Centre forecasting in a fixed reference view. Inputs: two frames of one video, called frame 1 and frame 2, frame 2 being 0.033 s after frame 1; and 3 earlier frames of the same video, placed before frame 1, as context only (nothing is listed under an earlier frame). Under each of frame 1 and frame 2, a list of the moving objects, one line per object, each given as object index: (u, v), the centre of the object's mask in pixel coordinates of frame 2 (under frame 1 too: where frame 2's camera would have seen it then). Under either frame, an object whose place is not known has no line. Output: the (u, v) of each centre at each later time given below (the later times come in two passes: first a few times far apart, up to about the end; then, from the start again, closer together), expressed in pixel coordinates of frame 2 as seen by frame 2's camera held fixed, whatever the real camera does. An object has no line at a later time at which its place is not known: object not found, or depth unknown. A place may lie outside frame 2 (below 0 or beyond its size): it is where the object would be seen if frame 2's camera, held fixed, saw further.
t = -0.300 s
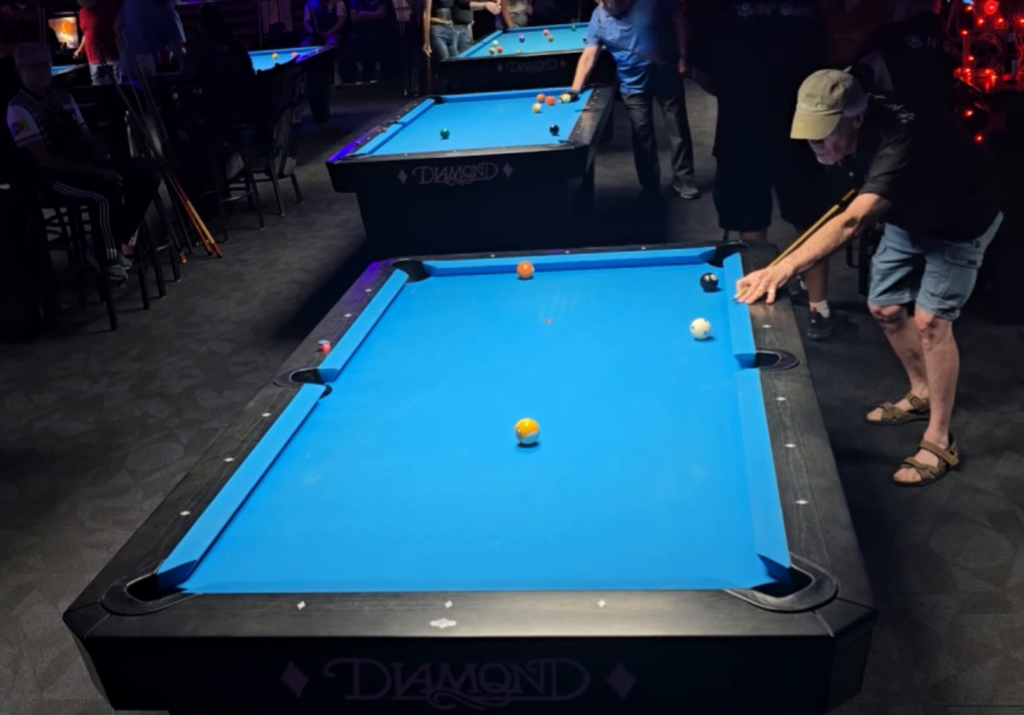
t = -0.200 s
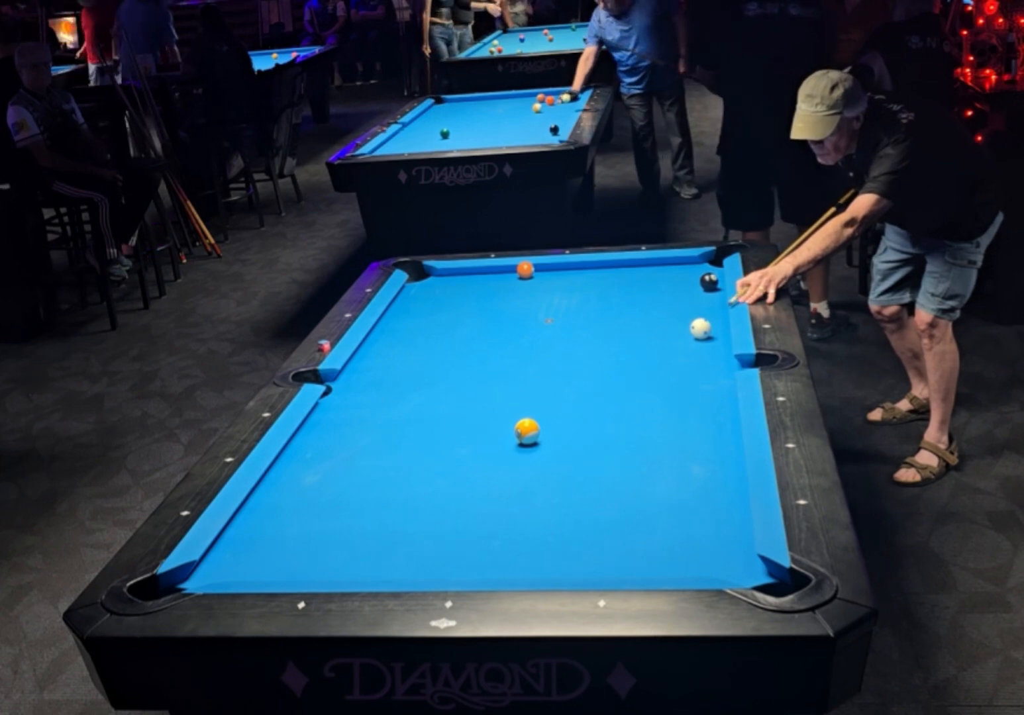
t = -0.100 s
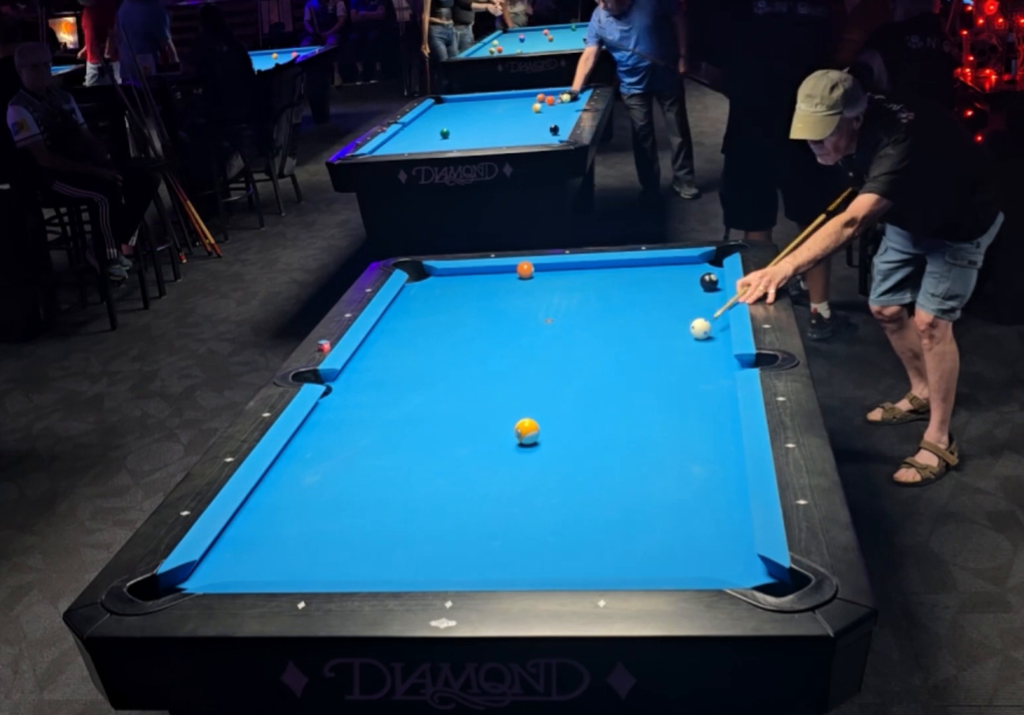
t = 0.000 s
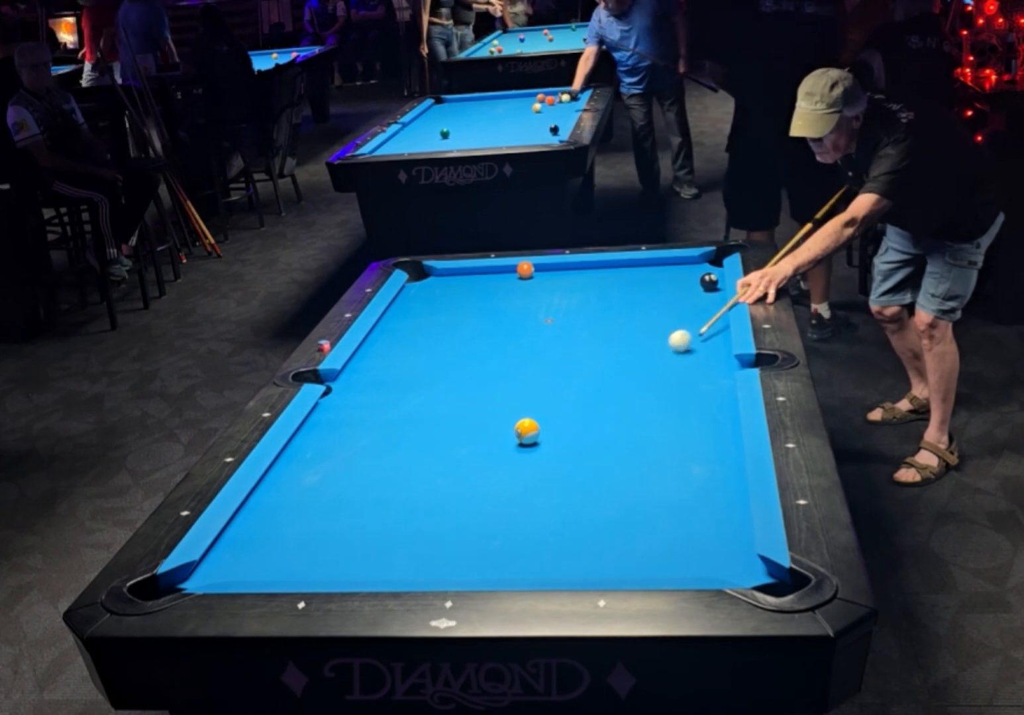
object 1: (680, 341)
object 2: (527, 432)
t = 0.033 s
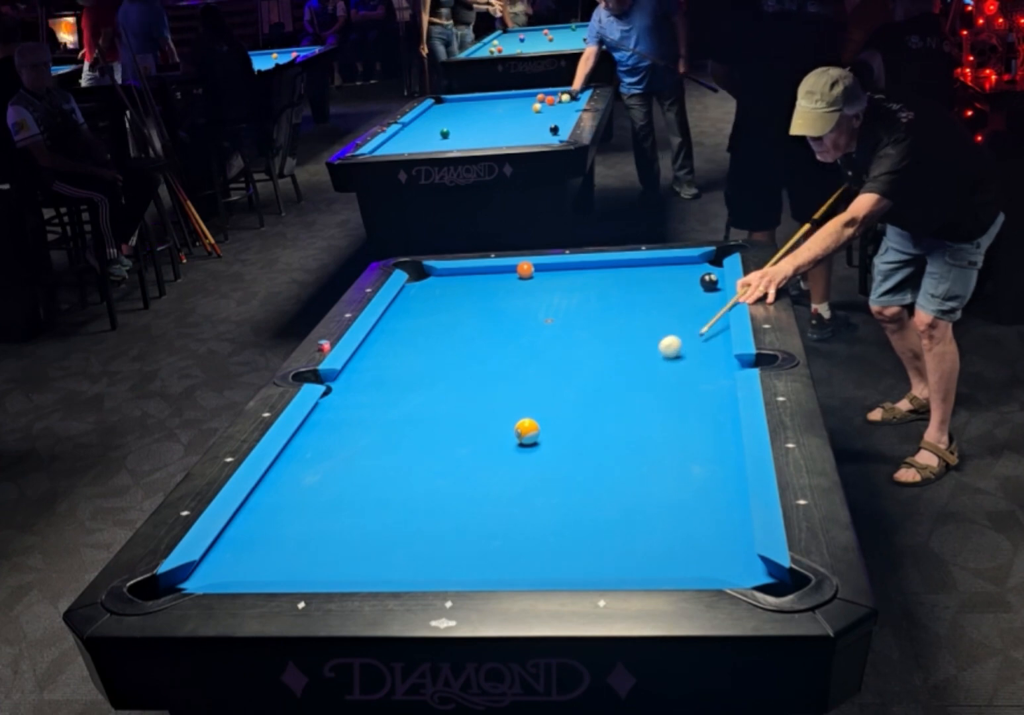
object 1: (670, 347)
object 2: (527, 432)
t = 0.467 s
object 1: (559, 416)
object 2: (527, 432)
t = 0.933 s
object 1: (549, 451)
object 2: (415, 476)
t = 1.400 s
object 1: (547, 479)
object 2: (292, 525)
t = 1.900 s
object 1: (544, 510)
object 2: (231, 568)
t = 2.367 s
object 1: (542, 536)
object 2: (284, 561)
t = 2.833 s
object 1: (541, 559)
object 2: (332, 543)
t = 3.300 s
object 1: (541, 568)
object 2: (371, 530)
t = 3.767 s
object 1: (544, 563)
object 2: (399, 519)
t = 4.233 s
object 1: (545, 562)
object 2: (420, 513)
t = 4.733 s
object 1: (545, 562)
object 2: (431, 510)
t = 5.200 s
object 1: (545, 563)
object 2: (432, 509)
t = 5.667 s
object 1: (545, 562)
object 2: (432, 509)
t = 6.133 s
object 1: (545, 562)
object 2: (432, 509)
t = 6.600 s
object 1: (545, 562)
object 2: (432, 509)
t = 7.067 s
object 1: (545, 563)
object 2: (432, 509)
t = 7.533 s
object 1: (545, 562)
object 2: (433, 509)
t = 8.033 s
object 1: (545, 563)
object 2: (433, 509)
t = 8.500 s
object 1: (545, 563)
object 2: (436, 509)
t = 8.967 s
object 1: (545, 562)
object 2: (432, 509)
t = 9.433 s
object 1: (545, 562)
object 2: (432, 509)
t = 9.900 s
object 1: (545, 563)
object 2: (432, 509)
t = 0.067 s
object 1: (661, 353)
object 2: (527, 432)
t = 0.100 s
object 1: (652, 358)
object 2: (527, 432)
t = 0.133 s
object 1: (644, 363)
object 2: (527, 432)
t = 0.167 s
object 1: (636, 368)
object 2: (527, 432)
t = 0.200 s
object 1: (628, 373)
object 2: (527, 432)
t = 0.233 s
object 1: (619, 378)
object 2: (527, 432)
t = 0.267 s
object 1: (611, 384)
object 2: (527, 432)
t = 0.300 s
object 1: (603, 389)
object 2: (527, 432)
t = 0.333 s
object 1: (594, 394)
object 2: (527, 432)
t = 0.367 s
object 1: (585, 399)
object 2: (527, 432)
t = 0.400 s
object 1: (577, 405)
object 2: (527, 432)
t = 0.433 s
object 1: (568, 411)
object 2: (527, 432)
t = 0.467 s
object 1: (559, 416)
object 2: (527, 432)
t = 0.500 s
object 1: (550, 422)
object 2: (527, 432)
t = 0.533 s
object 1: (548, 425)
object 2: (519, 434)
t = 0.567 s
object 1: (550, 427)
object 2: (508, 439)
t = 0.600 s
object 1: (550, 429)
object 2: (498, 443)
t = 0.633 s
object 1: (550, 431)
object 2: (490, 446)
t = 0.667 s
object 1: (550, 433)
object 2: (481, 450)
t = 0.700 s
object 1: (550, 435)
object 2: (473, 453)
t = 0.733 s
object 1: (550, 437)
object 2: (465, 456)
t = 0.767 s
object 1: (550, 440)
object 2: (457, 460)
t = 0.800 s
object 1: (550, 442)
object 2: (448, 463)
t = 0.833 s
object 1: (550, 444)
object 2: (440, 466)
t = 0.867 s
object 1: (550, 446)
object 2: (432, 470)
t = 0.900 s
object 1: (550, 449)
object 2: (423, 472)
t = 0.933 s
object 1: (549, 451)
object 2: (415, 476)
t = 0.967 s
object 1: (549, 453)
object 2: (407, 479)
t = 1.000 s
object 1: (549, 455)
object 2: (398, 482)
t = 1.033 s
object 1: (549, 457)
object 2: (389, 486)
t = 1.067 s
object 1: (549, 459)
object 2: (381, 490)
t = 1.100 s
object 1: (549, 461)
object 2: (372, 493)
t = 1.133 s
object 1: (549, 464)
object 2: (364, 497)
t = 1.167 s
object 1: (548, 466)
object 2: (355, 500)
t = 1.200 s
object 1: (548, 467)
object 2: (346, 504)
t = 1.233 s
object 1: (548, 469)
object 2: (337, 507)
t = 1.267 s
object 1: (548, 472)
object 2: (328, 511)
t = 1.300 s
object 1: (548, 473)
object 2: (320, 514)
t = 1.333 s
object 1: (547, 475)
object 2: (310, 517)
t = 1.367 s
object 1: (547, 478)
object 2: (301, 521)
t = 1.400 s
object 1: (547, 479)
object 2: (292, 525)
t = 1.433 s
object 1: (547, 482)
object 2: (283, 529)
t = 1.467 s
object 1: (547, 484)
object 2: (274, 532)
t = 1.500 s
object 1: (547, 486)
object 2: (265, 536)
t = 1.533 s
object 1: (546, 488)
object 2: (256, 540)
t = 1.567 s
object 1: (546, 490)
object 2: (247, 543)
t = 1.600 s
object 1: (546, 492)
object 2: (237, 546)
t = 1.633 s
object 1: (546, 494)
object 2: (228, 550)
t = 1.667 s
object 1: (546, 496)
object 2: (219, 554)
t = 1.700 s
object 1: (545, 498)
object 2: (219, 556)
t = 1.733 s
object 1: (545, 500)
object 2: (222, 559)
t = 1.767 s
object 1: (545, 502)
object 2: (224, 561)
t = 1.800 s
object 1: (545, 504)
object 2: (226, 564)
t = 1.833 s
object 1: (545, 506)
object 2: (228, 566)
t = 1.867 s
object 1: (545, 508)
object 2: (229, 567)
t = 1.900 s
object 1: (544, 510)
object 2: (231, 568)
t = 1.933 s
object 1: (544, 512)
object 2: (233, 570)
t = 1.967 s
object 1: (544, 514)
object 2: (235, 571)
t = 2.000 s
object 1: (544, 516)
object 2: (237, 572)
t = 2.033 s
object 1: (544, 518)
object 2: (242, 571)
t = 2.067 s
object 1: (543, 520)
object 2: (246, 570)
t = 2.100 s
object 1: (543, 522)
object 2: (251, 569)
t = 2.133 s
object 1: (543, 523)
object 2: (255, 569)
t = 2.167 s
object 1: (543, 525)
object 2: (259, 568)
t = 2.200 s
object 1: (543, 527)
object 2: (264, 566)
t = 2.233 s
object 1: (542, 529)
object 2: (268, 566)
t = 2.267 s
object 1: (542, 531)
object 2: (272, 565)
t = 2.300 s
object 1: (542, 533)
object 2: (276, 563)
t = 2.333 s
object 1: (542, 534)
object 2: (280, 562)
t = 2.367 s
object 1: (542, 536)
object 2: (284, 561)
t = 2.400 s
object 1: (542, 538)
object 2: (288, 559)
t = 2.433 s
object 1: (542, 540)
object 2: (291, 558)
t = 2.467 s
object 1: (541, 541)
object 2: (295, 557)
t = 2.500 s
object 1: (541, 543)
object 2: (299, 555)
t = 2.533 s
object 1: (541, 545)
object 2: (303, 554)
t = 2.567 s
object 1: (541, 546)
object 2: (306, 553)
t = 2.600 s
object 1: (541, 548)
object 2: (310, 552)
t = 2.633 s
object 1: (541, 549)
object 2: (313, 551)
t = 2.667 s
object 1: (541, 551)
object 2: (316, 549)
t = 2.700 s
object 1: (541, 553)
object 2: (320, 548)
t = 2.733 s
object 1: (541, 554)
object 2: (323, 547)
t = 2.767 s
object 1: (541, 556)
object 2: (326, 545)
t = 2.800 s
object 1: (541, 558)
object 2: (329, 544)
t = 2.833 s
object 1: (541, 559)
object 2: (332, 543)
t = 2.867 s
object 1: (540, 561)
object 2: (336, 542)
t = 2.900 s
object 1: (541, 562)
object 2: (339, 541)
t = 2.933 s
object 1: (541, 563)
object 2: (342, 540)
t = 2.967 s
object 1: (541, 564)
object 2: (345, 539)
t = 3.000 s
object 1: (540, 565)
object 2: (347, 538)
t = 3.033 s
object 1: (540, 565)
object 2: (350, 537)
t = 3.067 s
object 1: (540, 566)
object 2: (353, 536)
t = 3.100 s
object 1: (540, 567)
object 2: (355, 535)
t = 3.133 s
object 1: (540, 567)
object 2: (358, 534)
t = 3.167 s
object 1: (540, 568)
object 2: (361, 533)
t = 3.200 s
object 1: (540, 569)
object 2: (363, 532)
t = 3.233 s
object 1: (540, 569)
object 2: (366, 532)
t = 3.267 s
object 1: (541, 568)
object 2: (368, 530)
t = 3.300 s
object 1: (541, 568)
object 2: (371, 530)
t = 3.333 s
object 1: (541, 567)
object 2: (373, 529)
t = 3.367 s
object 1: (542, 567)
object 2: (375, 528)
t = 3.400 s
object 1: (542, 566)
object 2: (378, 527)
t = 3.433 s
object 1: (542, 566)
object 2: (380, 526)
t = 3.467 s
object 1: (542, 566)
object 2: (382, 525)
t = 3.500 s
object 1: (543, 565)
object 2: (384, 525)
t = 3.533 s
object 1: (543, 565)
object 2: (386, 524)
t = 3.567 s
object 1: (543, 565)
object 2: (388, 523)
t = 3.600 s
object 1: (543, 564)
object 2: (390, 523)
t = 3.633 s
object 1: (543, 564)
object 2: (392, 522)
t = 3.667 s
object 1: (544, 564)
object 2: (394, 521)
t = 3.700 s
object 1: (544, 564)
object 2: (396, 521)
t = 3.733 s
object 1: (544, 563)
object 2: (397, 520)
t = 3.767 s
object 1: (544, 563)
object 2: (399, 519)
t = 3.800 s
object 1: (544, 563)
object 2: (401, 519)
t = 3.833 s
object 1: (545, 563)
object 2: (403, 518)
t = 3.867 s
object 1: (545, 563)
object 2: (404, 518)
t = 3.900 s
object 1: (545, 563)
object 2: (406, 517)
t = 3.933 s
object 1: (545, 563)
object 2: (408, 517)
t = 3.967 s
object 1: (545, 563)
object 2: (409, 516)
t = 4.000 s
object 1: (545, 563)
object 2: (411, 516)
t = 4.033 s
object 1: (545, 563)
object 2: (412, 515)
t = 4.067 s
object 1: (545, 562)
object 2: (413, 515)
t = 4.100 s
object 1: (545, 562)
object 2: (415, 514)
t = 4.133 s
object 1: (545, 562)
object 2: (416, 514)
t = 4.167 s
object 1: (545, 562)
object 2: (417, 514)
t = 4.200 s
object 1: (545, 562)
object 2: (418, 513)
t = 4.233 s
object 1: (545, 562)
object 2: (420, 513)
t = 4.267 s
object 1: (545, 562)
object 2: (421, 513)
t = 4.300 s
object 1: (545, 562)
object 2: (422, 512)
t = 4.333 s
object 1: (545, 562)
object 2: (423, 512)
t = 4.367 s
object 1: (545, 563)
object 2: (424, 512)
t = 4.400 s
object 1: (545, 562)
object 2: (425, 512)
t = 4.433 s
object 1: (545, 562)
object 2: (425, 511)
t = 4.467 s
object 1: (545, 562)
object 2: (426, 511)
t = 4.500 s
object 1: (545, 562)
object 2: (427, 511)
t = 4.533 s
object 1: (545, 562)
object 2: (428, 510)
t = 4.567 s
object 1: (545, 563)
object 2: (428, 510)
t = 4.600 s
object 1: (545, 562)
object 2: (429, 510)
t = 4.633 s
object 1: (545, 562)
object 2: (429, 510)
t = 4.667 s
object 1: (545, 562)
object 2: (430, 510)
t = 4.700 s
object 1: (545, 563)
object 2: (430, 510)
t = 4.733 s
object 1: (545, 562)
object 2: (431, 510)
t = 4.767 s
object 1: (545, 563)
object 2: (431, 510)
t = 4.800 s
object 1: (545, 563)
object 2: (432, 510)
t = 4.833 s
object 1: (545, 562)
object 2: (432, 509)
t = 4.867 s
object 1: (545, 563)
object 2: (432, 509)
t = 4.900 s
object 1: (545, 563)
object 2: (432, 509)
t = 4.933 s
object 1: (545, 562)
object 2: (432, 509)
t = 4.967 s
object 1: (545, 563)
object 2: (432, 509)
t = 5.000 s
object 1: (545, 563)
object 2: (433, 509)
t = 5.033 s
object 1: (545, 562)
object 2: (433, 509)
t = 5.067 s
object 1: (545, 563)
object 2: (433, 509)
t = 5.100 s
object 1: (545, 563)
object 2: (433, 509)
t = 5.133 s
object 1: (545, 562)
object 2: (433, 509)
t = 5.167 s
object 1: (545, 563)
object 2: (433, 509)
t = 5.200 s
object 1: (545, 563)
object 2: (432, 509)
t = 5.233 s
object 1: (545, 562)
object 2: (432, 509)
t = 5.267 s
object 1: (545, 563)
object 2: (432, 509)
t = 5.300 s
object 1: (545, 563)
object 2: (432, 509)
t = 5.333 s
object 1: (545, 562)
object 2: (432, 509)
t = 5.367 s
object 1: (545, 563)
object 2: (432, 509)
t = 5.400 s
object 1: (545, 563)
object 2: (432, 509)
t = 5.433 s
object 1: (545, 562)
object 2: (432, 509)
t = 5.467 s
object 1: (545, 563)
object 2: (432, 509)
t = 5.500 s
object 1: (545, 563)
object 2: (432, 509)
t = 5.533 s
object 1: (545, 562)
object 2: (432, 509)
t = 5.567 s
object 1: (545, 563)
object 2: (432, 509)
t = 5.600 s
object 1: (545, 563)
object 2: (432, 509)
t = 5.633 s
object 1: (545, 562)
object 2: (432, 509)
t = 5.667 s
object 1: (545, 562)
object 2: (432, 509)
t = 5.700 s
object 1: (545, 563)
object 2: (432, 509)
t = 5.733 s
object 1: (545, 562)
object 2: (432, 509)
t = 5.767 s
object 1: (545, 563)
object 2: (432, 509)
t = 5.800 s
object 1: (545, 563)
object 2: (432, 509)
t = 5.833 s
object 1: (545, 563)
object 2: (432, 509)
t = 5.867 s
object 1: (545, 562)
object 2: (432, 509)
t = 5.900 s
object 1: (545, 563)
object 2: (432, 509)
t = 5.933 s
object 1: (545, 562)
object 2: (432, 509)
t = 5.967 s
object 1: (545, 563)
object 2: (432, 509)
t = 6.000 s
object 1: (545, 563)
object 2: (432, 509)
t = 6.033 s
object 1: (545, 563)
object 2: (432, 509)
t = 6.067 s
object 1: (545, 562)
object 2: (432, 509)
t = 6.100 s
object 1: (545, 563)
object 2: (432, 509)
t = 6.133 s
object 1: (545, 562)
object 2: (432, 509)
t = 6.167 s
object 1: (545, 563)
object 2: (432, 509)
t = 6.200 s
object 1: (545, 563)
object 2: (432, 509)
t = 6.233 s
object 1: (545, 563)
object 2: (432, 509)
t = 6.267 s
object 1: (545, 562)
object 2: (432, 509)
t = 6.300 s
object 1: (545, 563)
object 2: (432, 509)
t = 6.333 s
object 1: (545, 562)
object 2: (432, 509)
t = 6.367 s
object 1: (545, 563)
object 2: (432, 509)
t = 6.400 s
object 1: (545, 563)
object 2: (432, 509)
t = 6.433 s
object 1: (545, 563)
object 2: (432, 509)
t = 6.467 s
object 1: (545, 563)
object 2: (432, 509)
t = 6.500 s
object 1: (545, 563)
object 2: (432, 509)
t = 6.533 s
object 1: (545, 562)
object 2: (432, 509)
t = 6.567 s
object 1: (545, 563)
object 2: (432, 509)
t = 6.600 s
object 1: (545, 562)
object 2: (432, 509)
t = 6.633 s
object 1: (545, 562)
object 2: (432, 509)
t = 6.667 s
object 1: (545, 563)
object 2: (432, 509)
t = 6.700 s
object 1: (545, 563)
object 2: (432, 509)
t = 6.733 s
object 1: (545, 562)
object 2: (432, 509)
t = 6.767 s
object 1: (545, 563)
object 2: (432, 509)
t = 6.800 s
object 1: (545, 563)
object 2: (432, 509)
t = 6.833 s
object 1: (545, 563)
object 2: (432, 509)
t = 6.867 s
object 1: (545, 562)
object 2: (432, 509)
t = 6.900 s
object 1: (545, 563)
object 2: (432, 509)
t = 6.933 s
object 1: (545, 563)
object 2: (432, 509)
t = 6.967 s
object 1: (545, 562)
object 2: (432, 509)
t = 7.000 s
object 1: (545, 562)
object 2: (432, 509)
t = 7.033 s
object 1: (545, 563)
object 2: (432, 509)
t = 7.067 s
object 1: (545, 563)
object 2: (432, 509)
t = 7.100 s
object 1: (545, 563)
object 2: (432, 509)
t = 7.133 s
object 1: (545, 563)
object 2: (432, 509)
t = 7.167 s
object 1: (545, 563)
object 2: (432, 509)
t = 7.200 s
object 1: (545, 563)
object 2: (432, 509)
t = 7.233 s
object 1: (545, 563)
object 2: (432, 509)
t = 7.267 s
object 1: (545, 563)
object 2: (432, 509)
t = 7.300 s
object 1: (545, 563)
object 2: (432, 509)
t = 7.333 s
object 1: (545, 562)
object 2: (432, 509)
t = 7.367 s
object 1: (545, 562)
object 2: (432, 509)
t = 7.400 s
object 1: (545, 562)
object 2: (432, 509)
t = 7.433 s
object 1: (545, 562)
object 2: (432, 509)
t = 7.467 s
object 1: (545, 562)
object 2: (433, 509)
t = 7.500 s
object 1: (545, 563)
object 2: (433, 509)
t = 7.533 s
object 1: (545, 562)
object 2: (433, 509)
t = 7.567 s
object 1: (545, 562)
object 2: (433, 509)
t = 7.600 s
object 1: (545, 562)
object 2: (433, 509)
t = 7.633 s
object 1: (545, 563)
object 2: (433, 509)
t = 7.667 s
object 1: (545, 562)
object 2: (432, 509)
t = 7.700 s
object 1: (545, 562)
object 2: (432, 509)
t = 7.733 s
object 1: (545, 562)
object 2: (432, 509)
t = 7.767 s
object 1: (545, 562)
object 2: (432, 509)
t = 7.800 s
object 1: (545, 563)
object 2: (432, 509)
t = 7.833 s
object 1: (545, 563)
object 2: (432, 509)
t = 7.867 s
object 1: (545, 563)
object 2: (432, 509)
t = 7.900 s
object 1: (545, 562)
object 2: (432, 509)
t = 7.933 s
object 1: (545, 563)
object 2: (432, 509)
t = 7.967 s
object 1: (545, 563)
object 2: (433, 509)
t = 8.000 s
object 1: (545, 563)
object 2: (433, 509)
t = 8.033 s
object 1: (545, 563)
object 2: (433, 509)
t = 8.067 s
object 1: (545, 563)
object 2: (433, 509)
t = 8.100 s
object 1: (545, 562)
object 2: (434, 509)
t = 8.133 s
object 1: (545, 562)
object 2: (434, 509)
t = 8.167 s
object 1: (545, 562)
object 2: (435, 509)
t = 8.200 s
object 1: (545, 562)
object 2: (436, 509)
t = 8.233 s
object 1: (545, 562)
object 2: (436, 509)
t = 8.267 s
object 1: (545, 562)
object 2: (437, 509)
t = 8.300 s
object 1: (545, 562)
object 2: (437, 509)
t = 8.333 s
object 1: (545, 562)
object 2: (437, 509)
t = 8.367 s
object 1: (545, 562)
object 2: (437, 509)
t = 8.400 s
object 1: (545, 562)
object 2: (437, 509)
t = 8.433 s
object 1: (545, 562)
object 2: (437, 509)
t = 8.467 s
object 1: (545, 563)
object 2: (436, 509)
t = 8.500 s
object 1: (545, 563)
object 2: (436, 509)
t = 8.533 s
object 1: (545, 562)
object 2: (435, 509)
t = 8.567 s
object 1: (545, 562)
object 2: (434, 509)
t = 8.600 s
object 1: (545, 563)
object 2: (433, 509)
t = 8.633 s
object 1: (545, 563)
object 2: (433, 509)
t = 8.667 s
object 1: (545, 562)
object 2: (432, 509)
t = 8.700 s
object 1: (545, 562)
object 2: (432, 509)
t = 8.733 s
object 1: (545, 563)
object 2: (432, 509)
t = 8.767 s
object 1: (545, 562)
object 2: (432, 509)
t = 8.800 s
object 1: (545, 563)
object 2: (432, 509)
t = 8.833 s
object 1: (545, 563)
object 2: (432, 509)
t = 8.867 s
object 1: (545, 563)
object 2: (432, 509)
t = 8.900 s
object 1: (545, 563)
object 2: (432, 509)
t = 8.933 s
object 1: (545, 562)
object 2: (432, 509)
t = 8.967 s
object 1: (545, 562)
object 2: (432, 509)
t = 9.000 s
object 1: (545, 563)
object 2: (432, 509)
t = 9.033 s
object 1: (545, 562)
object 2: (432, 509)
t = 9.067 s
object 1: (545, 562)
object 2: (432, 509)
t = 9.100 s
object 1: (545, 563)
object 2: (432, 509)
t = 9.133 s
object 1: (545, 563)
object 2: (432, 509)
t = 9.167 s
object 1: (545, 563)
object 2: (432, 509)
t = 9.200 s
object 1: (545, 562)
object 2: (432, 509)
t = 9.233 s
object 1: (545, 563)
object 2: (432, 509)
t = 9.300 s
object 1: (545, 562)
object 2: (432, 509)
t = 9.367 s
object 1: (545, 562)
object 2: (432, 509)
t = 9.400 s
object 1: (545, 562)
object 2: (432, 509)
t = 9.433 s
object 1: (545, 562)
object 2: (432, 509)
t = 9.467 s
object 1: (545, 562)
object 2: (432, 509)
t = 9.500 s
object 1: (545, 563)
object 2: (432, 509)
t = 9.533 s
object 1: (545, 563)
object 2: (432, 509)
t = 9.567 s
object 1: (545, 563)
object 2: (432, 509)
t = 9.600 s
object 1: (545, 562)
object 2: (432, 509)
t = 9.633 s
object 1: (545, 562)
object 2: (432, 509)
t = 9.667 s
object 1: (545, 563)
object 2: (432, 509)
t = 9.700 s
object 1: (545, 563)
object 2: (432, 509)
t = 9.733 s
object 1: (545, 562)
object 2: (432, 509)
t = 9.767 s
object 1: (545, 563)
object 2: (432, 509)
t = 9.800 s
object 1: (545, 563)
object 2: (432, 509)
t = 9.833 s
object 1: (545, 563)
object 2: (432, 509)
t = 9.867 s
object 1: (545, 563)
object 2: (432, 509)
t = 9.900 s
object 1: (545, 563)
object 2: (432, 509)
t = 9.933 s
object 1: (545, 562)
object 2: (432, 509)
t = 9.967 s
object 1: (545, 562)
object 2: (432, 509)
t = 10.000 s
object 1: (545, 562)
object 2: (432, 509)
